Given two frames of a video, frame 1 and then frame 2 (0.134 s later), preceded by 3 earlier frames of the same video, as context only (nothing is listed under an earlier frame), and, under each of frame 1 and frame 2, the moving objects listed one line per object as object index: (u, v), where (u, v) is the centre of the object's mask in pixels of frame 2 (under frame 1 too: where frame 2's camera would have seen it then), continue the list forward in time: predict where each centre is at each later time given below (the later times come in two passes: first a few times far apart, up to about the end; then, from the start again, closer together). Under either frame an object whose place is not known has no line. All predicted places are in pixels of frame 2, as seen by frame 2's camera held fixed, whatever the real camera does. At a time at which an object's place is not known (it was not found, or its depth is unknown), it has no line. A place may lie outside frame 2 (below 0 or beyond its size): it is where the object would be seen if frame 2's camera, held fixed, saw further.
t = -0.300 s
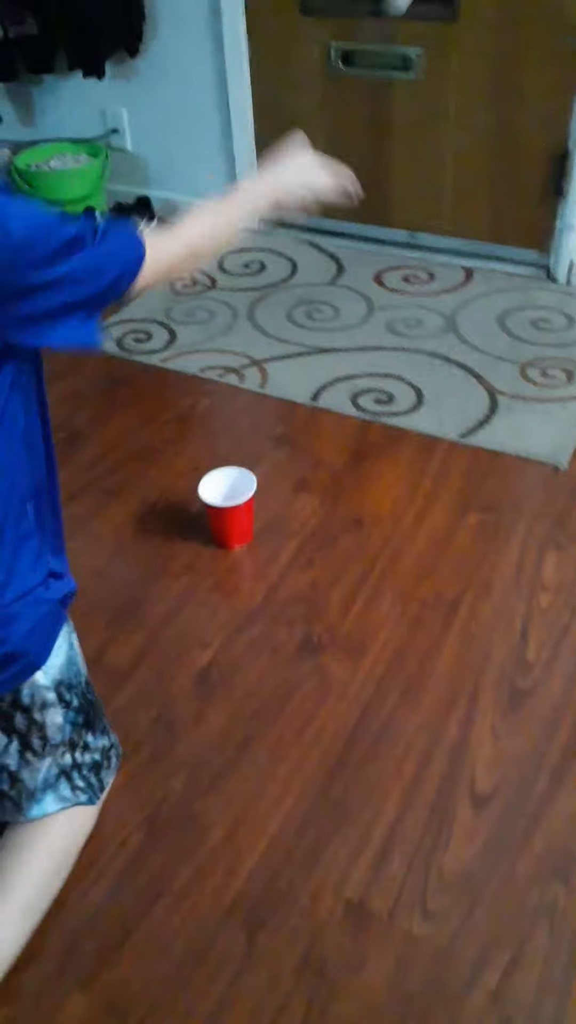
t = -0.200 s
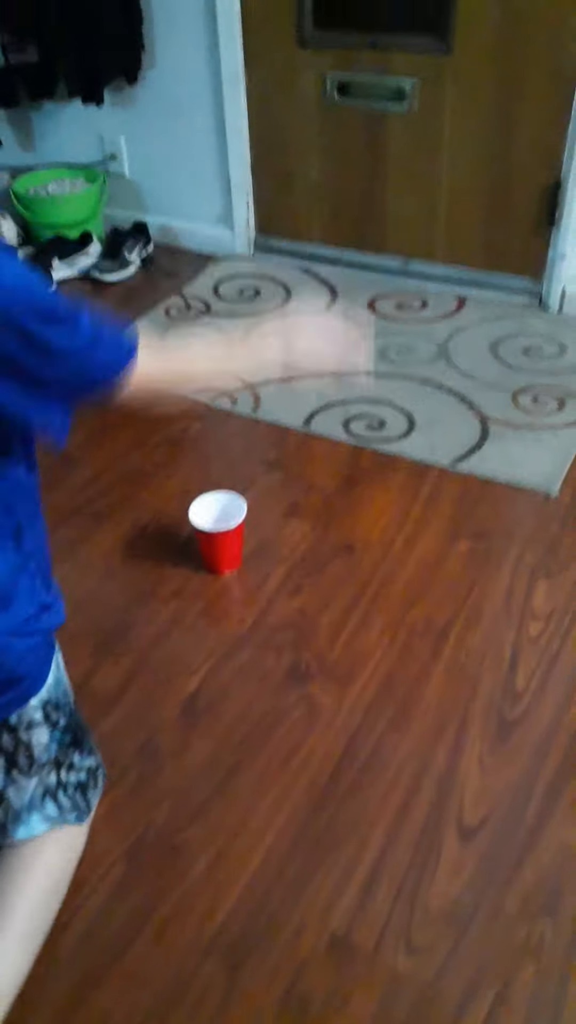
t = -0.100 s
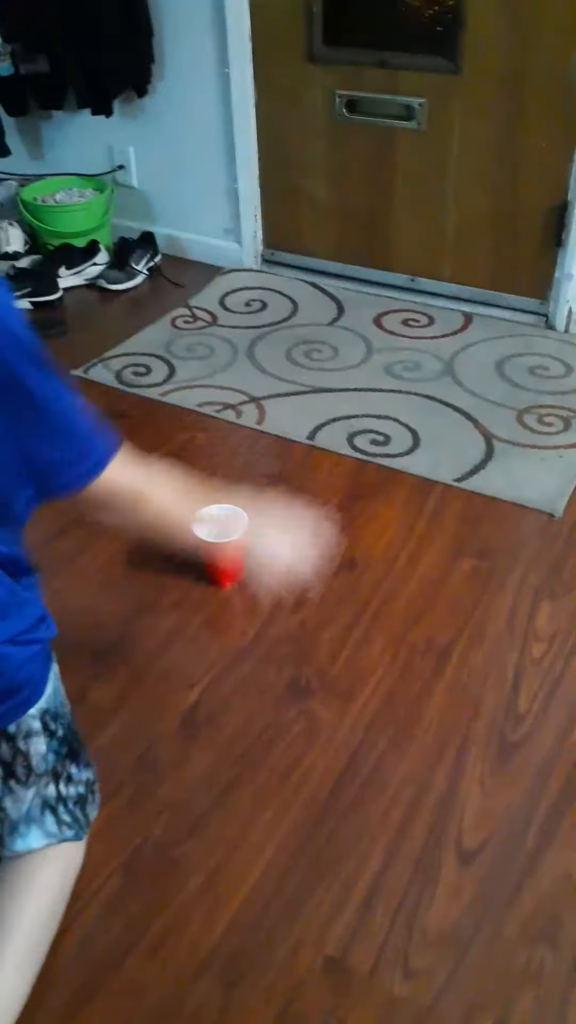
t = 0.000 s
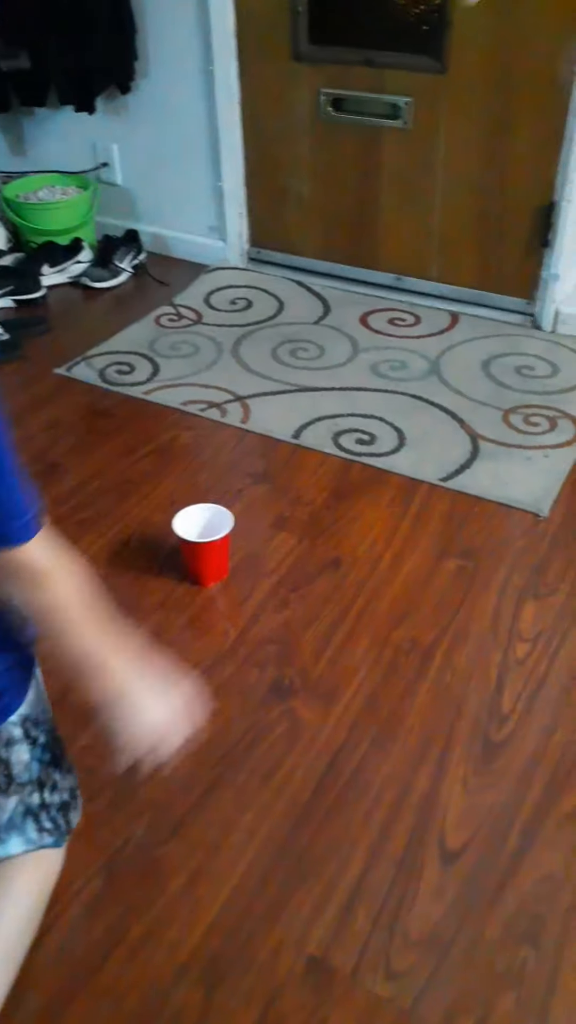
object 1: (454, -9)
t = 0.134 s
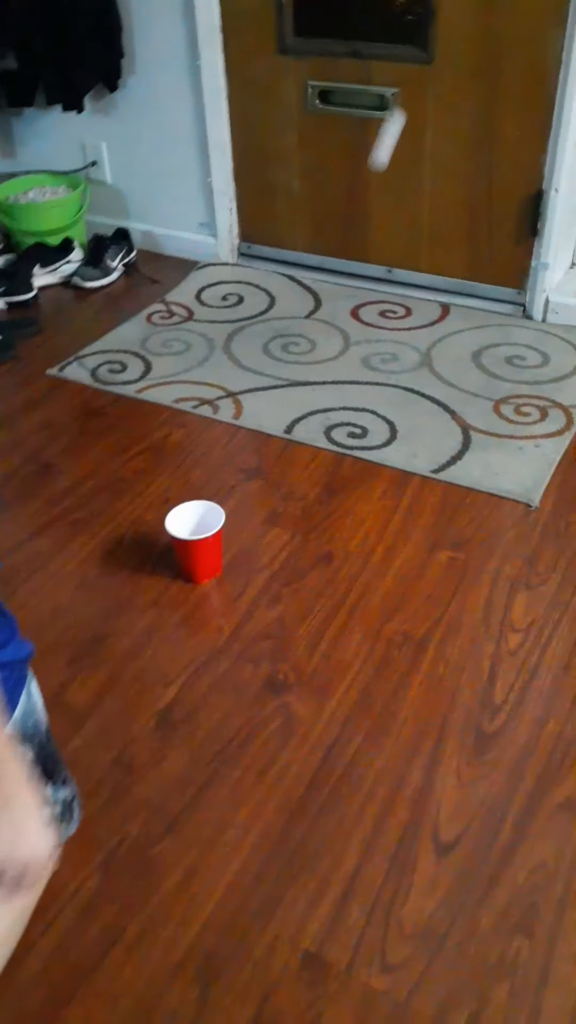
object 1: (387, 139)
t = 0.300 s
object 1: (306, 445)
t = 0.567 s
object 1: (241, 394)
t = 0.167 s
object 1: (369, 195)
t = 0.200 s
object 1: (352, 253)
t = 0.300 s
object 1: (306, 445)
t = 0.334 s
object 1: (296, 462)
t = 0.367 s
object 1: (287, 439)
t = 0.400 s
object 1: (279, 418)
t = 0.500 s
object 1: (255, 387)
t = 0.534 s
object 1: (247, 388)
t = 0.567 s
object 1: (241, 394)
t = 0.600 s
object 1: (235, 406)
